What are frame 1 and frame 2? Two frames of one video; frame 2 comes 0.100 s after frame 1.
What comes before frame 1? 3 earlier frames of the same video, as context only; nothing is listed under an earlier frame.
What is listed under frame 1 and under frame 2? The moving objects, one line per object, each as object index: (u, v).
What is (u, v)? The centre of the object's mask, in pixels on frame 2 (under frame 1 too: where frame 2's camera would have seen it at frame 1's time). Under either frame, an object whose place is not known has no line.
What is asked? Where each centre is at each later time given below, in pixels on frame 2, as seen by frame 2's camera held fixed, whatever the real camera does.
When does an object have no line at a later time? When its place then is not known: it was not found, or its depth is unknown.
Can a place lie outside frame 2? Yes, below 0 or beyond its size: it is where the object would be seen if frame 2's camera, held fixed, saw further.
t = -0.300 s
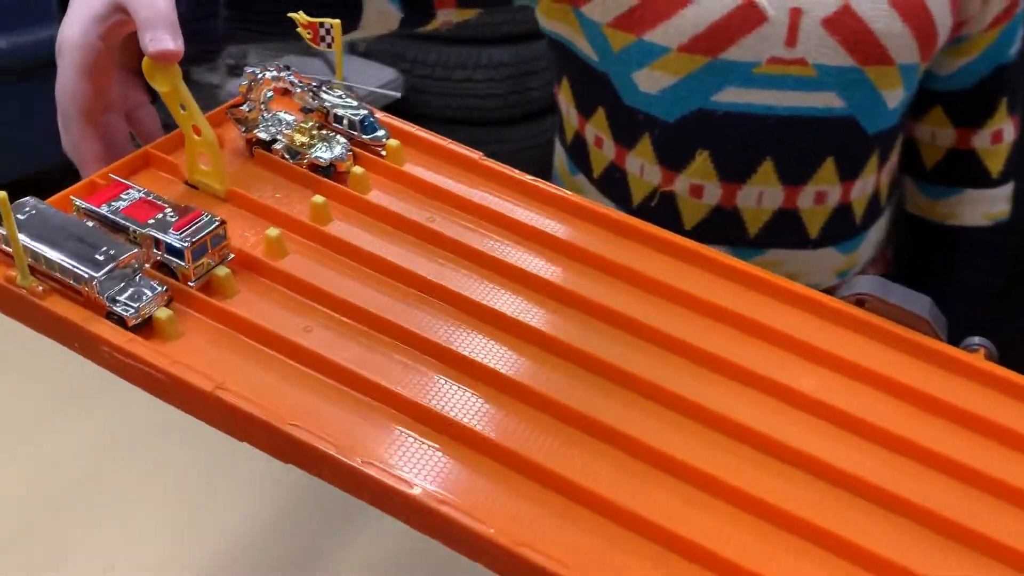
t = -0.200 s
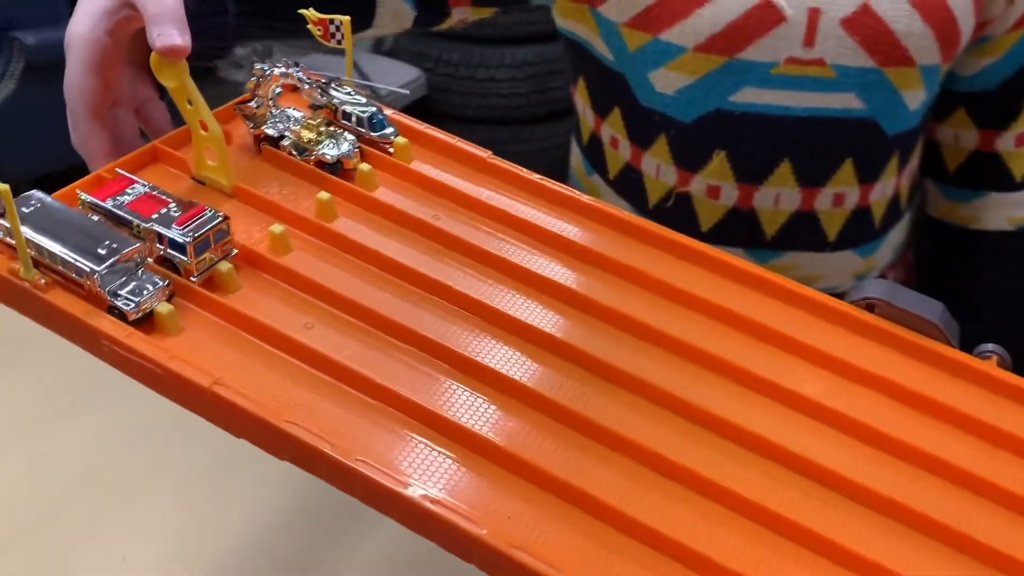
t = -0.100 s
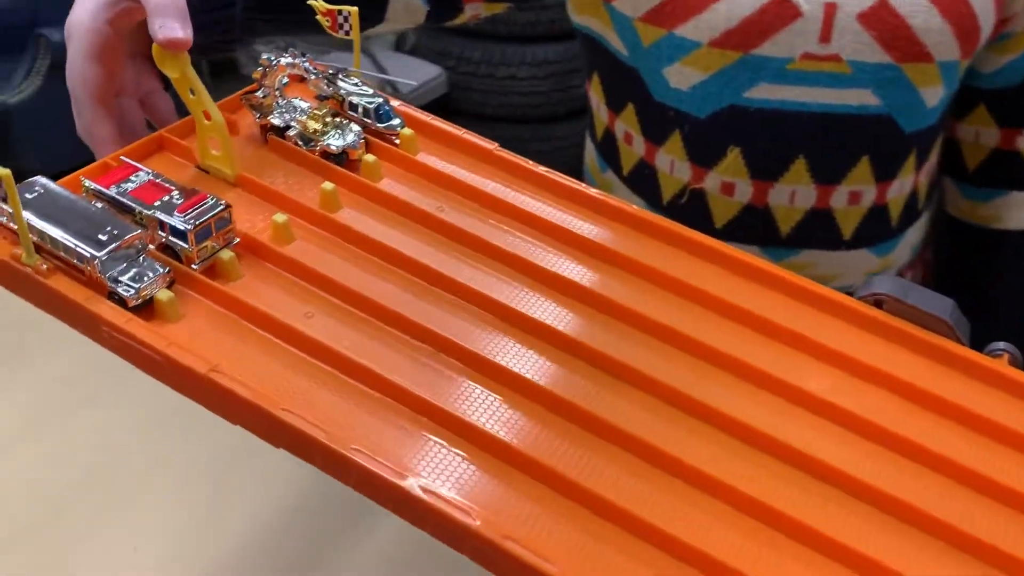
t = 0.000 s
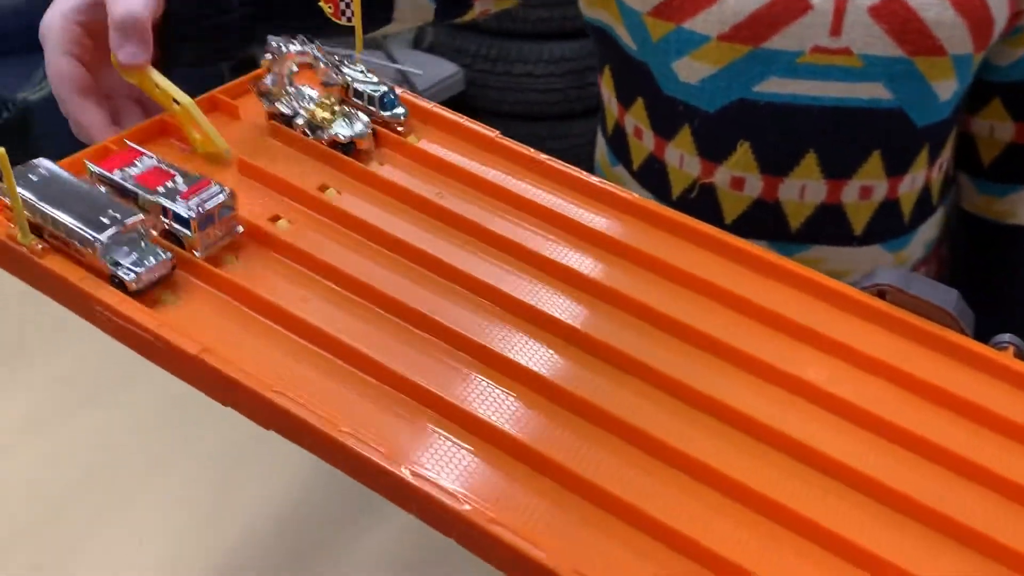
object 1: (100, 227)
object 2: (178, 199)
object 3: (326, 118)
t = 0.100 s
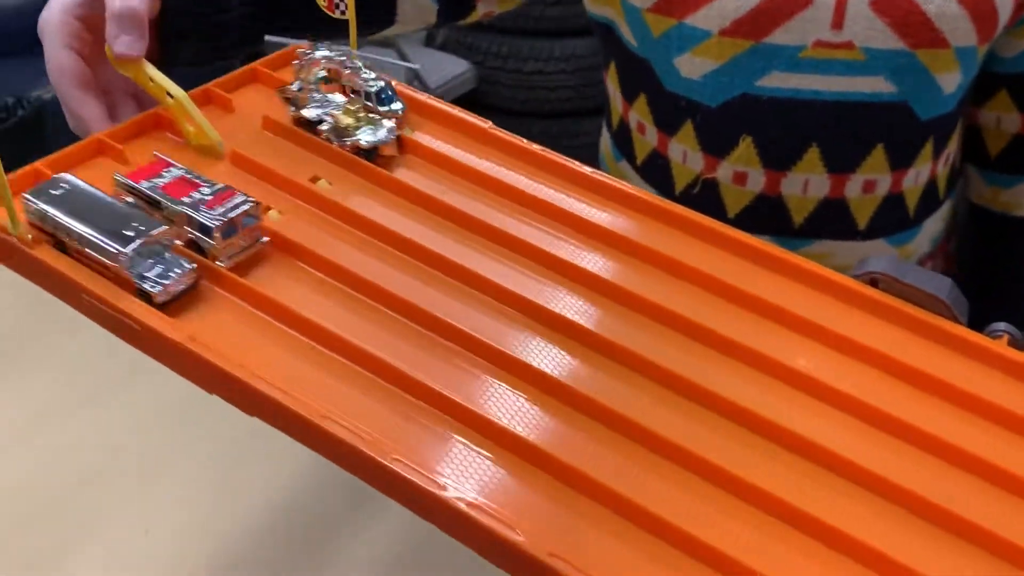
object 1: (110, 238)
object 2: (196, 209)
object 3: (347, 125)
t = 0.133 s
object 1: (123, 246)
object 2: (209, 217)
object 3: (359, 131)
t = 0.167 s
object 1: (140, 257)
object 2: (226, 228)
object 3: (372, 139)
